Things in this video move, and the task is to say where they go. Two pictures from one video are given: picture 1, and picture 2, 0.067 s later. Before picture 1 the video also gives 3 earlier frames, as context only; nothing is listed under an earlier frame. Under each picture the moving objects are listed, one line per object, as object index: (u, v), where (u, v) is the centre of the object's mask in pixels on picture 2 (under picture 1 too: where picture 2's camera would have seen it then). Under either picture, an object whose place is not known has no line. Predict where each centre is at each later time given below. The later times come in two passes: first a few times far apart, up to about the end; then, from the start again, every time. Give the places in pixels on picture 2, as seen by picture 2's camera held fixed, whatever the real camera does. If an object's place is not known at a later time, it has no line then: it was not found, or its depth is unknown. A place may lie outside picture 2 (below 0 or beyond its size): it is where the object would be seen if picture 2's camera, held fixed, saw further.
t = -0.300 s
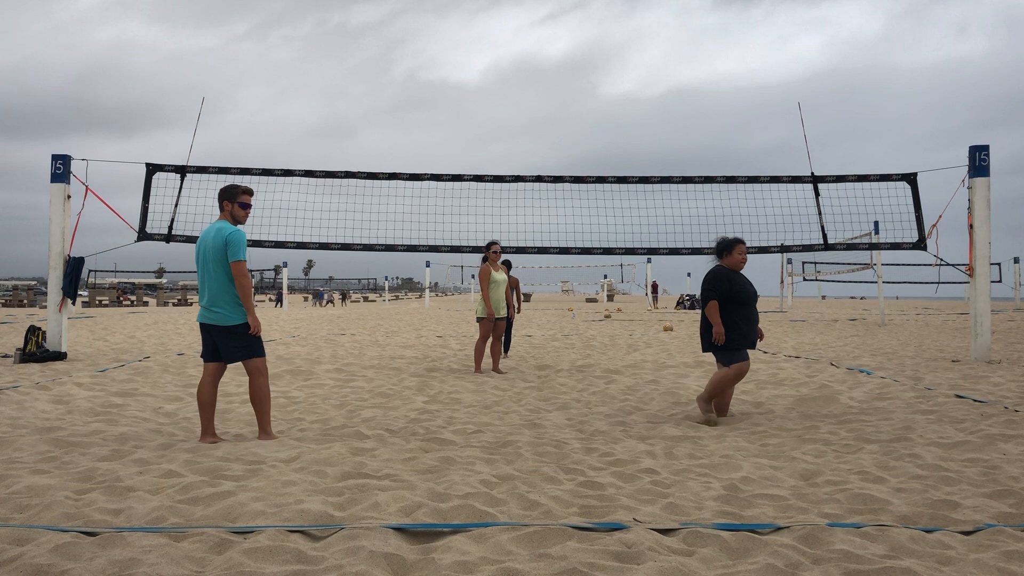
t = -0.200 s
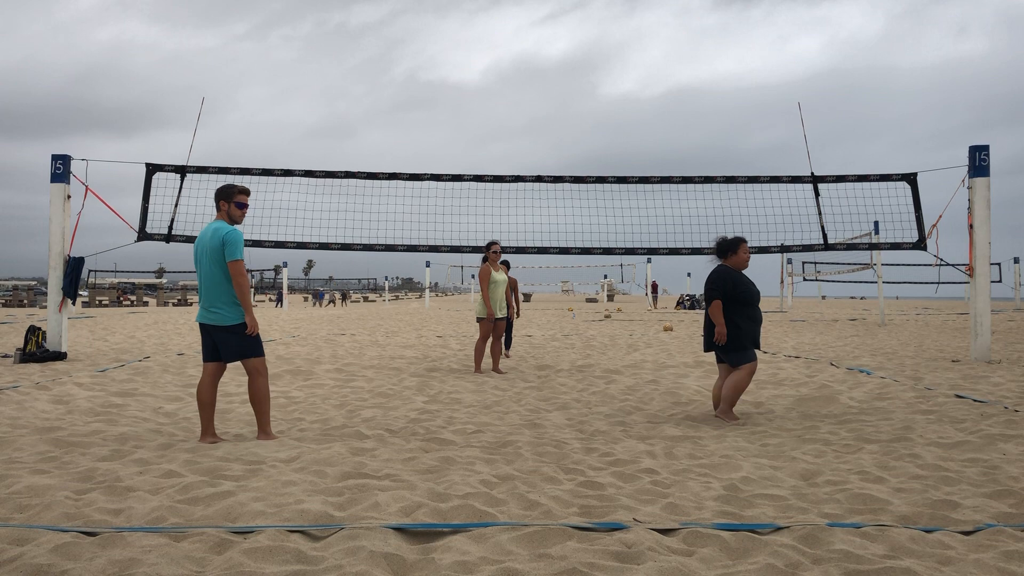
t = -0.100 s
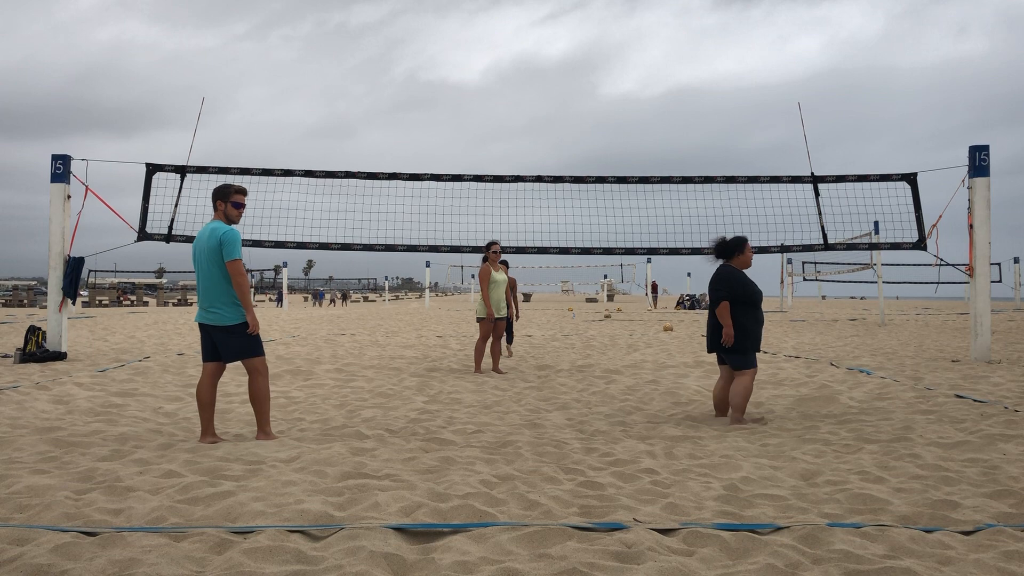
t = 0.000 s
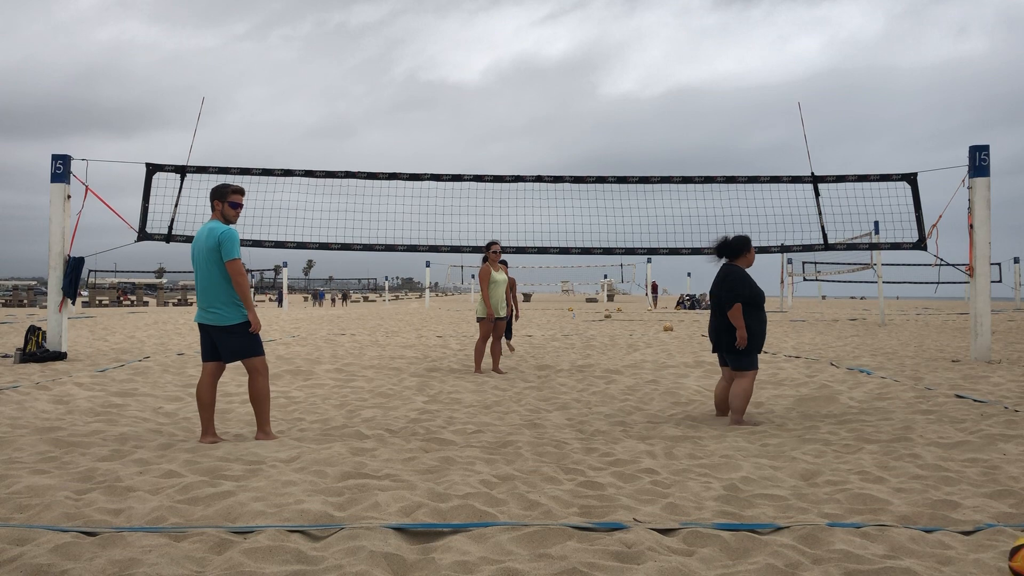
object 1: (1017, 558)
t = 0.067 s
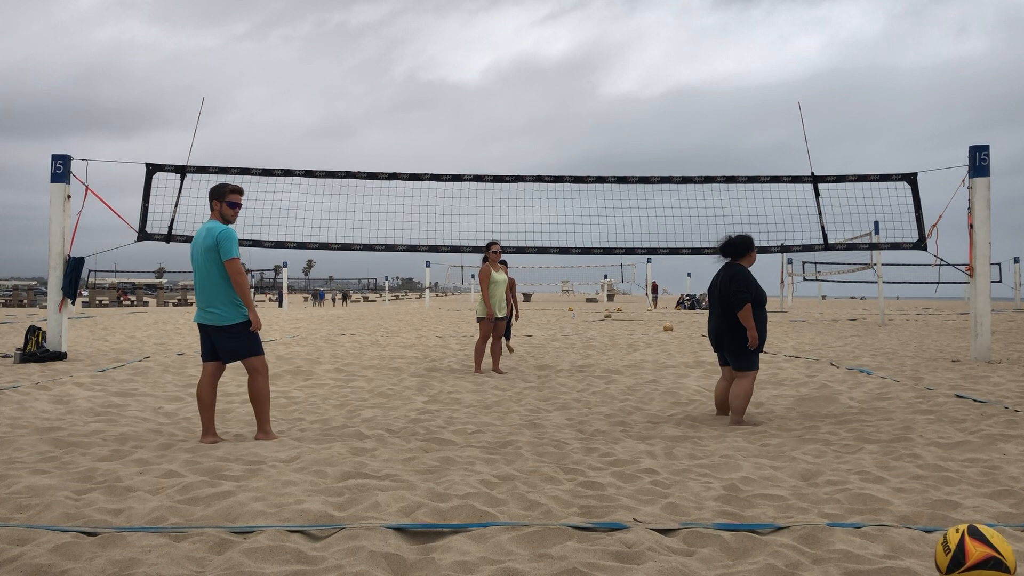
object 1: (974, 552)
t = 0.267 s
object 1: (767, 554)
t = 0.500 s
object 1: (593, 547)
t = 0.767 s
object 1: (431, 543)
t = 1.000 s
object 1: (319, 543)
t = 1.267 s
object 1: (210, 542)
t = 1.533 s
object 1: (121, 550)
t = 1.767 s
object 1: (72, 550)
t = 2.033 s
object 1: (50, 549)
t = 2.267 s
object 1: (40, 548)
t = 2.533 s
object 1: (41, 549)
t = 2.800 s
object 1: (26, 546)
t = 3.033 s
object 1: (27, 546)
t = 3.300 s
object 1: (32, 549)
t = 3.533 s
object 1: (37, 550)
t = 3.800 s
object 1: (34, 549)
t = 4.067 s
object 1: (35, 550)
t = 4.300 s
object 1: (35, 550)
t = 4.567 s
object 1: (35, 550)
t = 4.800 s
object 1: (35, 550)
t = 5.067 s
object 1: (35, 550)
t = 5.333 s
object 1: (34, 550)
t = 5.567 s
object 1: (35, 550)
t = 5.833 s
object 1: (35, 550)
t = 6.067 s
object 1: (34, 550)
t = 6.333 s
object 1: (34, 550)
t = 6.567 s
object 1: (34, 550)
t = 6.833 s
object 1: (34, 550)
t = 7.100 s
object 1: (35, 550)
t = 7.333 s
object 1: (35, 550)
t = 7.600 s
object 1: (34, 550)
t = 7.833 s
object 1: (34, 550)
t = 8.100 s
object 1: (35, 550)
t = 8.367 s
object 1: (34, 550)
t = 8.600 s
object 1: (34, 550)
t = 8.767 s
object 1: (34, 550)
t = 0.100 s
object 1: (937, 554)
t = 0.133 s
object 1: (901, 554)
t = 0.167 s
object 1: (867, 552)
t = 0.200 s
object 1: (834, 551)
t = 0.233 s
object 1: (801, 552)
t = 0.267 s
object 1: (767, 554)
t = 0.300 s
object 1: (740, 550)
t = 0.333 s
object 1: (715, 544)
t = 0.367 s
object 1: (690, 539)
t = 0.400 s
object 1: (665, 537)
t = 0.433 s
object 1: (642, 538)
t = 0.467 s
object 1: (618, 542)
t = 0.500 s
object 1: (593, 547)
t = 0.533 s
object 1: (570, 550)
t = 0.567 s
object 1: (548, 548)
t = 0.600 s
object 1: (527, 546)
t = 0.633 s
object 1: (507, 543)
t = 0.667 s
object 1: (488, 541)
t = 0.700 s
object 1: (468, 540)
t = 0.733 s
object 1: (449, 541)
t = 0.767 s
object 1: (431, 543)
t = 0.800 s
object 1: (412, 546)
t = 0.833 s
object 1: (394, 547)
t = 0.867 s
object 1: (379, 543)
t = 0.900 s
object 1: (364, 539)
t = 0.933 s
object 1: (349, 538)
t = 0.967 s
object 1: (334, 541)
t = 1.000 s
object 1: (319, 543)
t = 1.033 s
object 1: (304, 545)
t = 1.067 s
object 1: (290, 545)
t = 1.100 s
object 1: (275, 545)
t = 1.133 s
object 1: (261, 545)
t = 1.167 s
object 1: (247, 545)
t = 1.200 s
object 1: (234, 545)
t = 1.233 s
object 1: (222, 543)
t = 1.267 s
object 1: (210, 542)
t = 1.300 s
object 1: (199, 543)
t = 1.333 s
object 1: (187, 544)
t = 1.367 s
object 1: (175, 546)
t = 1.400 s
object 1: (164, 547)
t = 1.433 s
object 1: (153, 546)
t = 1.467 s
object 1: (142, 546)
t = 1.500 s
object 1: (132, 547)
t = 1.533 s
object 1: (121, 550)
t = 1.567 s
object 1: (110, 552)
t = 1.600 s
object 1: (100, 554)
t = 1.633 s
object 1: (93, 552)
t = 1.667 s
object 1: (87, 551)
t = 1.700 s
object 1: (81, 550)
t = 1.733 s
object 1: (76, 550)
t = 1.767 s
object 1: (72, 550)
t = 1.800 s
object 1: (69, 549)
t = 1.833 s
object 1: (65, 549)
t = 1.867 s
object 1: (62, 549)
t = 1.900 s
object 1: (59, 549)
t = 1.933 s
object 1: (57, 549)
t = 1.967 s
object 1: (54, 549)
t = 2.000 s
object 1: (52, 549)
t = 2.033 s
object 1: (50, 549)
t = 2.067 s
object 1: (47, 549)
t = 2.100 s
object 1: (45, 549)
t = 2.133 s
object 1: (43, 549)
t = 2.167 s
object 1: (42, 549)
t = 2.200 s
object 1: (41, 549)
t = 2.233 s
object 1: (40, 548)
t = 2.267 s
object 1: (40, 548)
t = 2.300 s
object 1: (40, 548)
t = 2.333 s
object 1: (40, 548)
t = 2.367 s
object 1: (40, 548)
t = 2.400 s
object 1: (40, 548)
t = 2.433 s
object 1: (41, 548)
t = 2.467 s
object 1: (41, 549)
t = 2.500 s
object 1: (41, 549)
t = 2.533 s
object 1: (41, 549)
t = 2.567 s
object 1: (40, 549)
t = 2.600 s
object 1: (38, 549)
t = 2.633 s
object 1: (35, 549)
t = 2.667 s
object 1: (33, 549)
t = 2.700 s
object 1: (30, 548)
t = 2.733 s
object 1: (28, 547)
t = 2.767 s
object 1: (27, 546)
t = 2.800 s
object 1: (26, 546)
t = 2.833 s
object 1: (26, 546)
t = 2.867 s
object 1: (26, 546)
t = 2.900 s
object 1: (26, 546)
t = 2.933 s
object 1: (26, 546)
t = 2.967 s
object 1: (27, 546)
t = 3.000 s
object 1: (27, 546)
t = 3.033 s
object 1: (27, 546)
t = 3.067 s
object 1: (27, 546)
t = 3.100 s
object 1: (27, 546)
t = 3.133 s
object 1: (28, 547)
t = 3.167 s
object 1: (29, 547)
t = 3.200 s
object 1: (30, 547)
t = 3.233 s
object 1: (31, 548)
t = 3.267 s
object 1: (31, 548)
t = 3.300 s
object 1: (32, 549)
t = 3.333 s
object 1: (33, 549)
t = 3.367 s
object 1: (34, 550)
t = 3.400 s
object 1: (35, 550)
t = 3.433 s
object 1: (36, 550)
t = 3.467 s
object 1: (37, 550)
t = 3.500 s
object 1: (37, 550)
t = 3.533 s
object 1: (37, 550)
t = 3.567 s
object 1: (36, 550)
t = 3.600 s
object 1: (36, 550)
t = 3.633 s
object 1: (35, 550)
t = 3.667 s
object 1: (34, 550)
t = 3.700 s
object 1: (34, 550)
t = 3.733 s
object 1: (34, 549)
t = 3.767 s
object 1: (34, 550)
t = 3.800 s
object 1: (34, 549)
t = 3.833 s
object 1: (34, 549)
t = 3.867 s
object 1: (34, 550)
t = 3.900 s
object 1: (34, 550)
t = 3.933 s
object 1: (34, 550)
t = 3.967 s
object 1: (34, 550)
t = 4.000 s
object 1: (35, 550)
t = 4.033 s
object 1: (35, 550)
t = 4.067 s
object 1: (35, 550)
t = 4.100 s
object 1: (35, 550)
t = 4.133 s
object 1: (35, 550)
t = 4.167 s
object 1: (35, 550)
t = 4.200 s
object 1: (35, 550)
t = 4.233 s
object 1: (34, 550)
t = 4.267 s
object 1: (34, 550)
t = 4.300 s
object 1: (35, 550)
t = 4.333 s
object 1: (35, 550)
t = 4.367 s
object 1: (35, 550)
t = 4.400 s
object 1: (35, 550)
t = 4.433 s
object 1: (35, 550)
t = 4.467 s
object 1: (35, 550)
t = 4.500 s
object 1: (35, 550)
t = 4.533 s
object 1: (35, 550)
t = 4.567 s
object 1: (35, 550)
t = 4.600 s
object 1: (35, 550)
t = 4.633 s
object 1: (35, 550)
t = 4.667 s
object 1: (35, 550)
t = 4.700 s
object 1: (35, 550)
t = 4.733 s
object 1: (35, 550)
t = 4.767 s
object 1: (35, 550)
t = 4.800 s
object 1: (35, 550)
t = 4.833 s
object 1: (35, 550)
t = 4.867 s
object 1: (35, 550)
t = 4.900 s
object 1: (35, 550)
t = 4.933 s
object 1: (35, 550)
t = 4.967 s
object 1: (35, 550)
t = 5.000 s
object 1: (35, 550)
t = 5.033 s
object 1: (35, 550)
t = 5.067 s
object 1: (35, 550)
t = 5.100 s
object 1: (35, 550)
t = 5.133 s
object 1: (34, 550)
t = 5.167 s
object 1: (34, 550)
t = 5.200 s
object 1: (34, 550)
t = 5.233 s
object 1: (34, 550)
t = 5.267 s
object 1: (35, 550)
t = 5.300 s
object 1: (34, 550)
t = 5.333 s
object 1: (34, 550)
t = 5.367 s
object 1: (34, 550)
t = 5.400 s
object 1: (34, 550)
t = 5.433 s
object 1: (34, 550)
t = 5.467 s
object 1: (34, 550)
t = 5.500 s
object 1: (35, 550)
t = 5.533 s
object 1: (34, 550)
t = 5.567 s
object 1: (35, 550)
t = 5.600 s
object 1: (35, 550)
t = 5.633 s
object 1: (34, 550)
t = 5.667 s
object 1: (35, 550)
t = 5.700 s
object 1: (34, 550)
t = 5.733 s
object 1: (35, 550)
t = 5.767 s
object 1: (34, 550)
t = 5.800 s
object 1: (34, 550)
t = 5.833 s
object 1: (35, 550)
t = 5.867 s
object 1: (34, 550)
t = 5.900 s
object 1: (34, 550)
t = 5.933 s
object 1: (34, 550)
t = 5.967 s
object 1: (34, 550)
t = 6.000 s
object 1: (34, 550)
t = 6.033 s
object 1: (34, 550)
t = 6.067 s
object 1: (34, 550)
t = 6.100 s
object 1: (35, 550)
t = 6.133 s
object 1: (34, 550)
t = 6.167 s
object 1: (34, 550)
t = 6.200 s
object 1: (34, 550)
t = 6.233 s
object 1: (34, 550)
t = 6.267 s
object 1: (34, 550)
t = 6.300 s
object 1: (35, 550)
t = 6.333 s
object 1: (34, 550)
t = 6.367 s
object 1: (34, 550)
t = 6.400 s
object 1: (34, 550)
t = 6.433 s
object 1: (35, 550)
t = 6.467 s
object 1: (34, 550)
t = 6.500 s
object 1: (34, 550)
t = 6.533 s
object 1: (34, 550)
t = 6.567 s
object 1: (34, 550)
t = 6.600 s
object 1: (34, 550)
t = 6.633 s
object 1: (34, 550)
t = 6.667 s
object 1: (34, 550)
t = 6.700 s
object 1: (34, 550)
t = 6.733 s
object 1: (35, 550)
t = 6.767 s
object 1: (34, 550)
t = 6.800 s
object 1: (34, 550)
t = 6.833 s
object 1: (34, 550)
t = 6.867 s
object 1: (34, 550)
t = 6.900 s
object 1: (34, 550)
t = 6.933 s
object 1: (34, 550)
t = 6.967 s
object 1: (35, 550)
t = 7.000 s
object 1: (34, 550)
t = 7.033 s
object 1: (34, 550)
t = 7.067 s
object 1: (34, 550)
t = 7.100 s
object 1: (35, 550)
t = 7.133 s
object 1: (35, 550)
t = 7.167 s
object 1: (34, 550)
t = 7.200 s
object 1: (34, 550)
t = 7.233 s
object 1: (34, 550)
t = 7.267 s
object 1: (35, 550)
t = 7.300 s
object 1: (34, 550)
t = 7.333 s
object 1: (35, 550)
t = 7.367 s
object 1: (34, 550)
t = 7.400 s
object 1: (34, 550)
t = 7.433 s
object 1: (34, 550)
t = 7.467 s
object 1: (35, 550)
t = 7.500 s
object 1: (35, 550)
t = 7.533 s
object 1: (34, 550)
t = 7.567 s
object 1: (34, 550)
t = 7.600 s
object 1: (34, 550)
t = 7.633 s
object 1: (35, 550)
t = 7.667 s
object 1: (34, 550)
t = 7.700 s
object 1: (35, 550)
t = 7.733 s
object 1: (34, 550)
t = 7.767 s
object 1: (35, 550)
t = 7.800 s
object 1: (34, 550)
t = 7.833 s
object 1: (34, 550)
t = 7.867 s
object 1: (34, 550)
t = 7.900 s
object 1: (34, 550)
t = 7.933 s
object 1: (34, 550)
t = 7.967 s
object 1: (34, 550)
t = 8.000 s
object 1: (34, 550)
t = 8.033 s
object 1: (34, 550)
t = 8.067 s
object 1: (34, 550)
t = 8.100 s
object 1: (35, 550)
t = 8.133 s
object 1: (35, 550)
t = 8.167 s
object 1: (34, 550)
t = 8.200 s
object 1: (34, 550)
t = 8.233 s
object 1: (34, 550)
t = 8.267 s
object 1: (34, 550)
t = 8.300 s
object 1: (34, 550)
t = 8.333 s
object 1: (34, 550)
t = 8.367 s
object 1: (34, 550)
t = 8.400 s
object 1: (34, 550)
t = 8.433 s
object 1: (35, 550)
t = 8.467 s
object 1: (34, 550)
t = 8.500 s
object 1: (34, 550)
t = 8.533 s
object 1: (34, 550)
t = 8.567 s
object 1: (34, 550)
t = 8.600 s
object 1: (34, 550)
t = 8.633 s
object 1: (34, 550)
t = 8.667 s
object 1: (35, 550)
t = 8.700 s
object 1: (34, 550)
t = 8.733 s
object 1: (34, 550)
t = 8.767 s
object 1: (34, 550)
